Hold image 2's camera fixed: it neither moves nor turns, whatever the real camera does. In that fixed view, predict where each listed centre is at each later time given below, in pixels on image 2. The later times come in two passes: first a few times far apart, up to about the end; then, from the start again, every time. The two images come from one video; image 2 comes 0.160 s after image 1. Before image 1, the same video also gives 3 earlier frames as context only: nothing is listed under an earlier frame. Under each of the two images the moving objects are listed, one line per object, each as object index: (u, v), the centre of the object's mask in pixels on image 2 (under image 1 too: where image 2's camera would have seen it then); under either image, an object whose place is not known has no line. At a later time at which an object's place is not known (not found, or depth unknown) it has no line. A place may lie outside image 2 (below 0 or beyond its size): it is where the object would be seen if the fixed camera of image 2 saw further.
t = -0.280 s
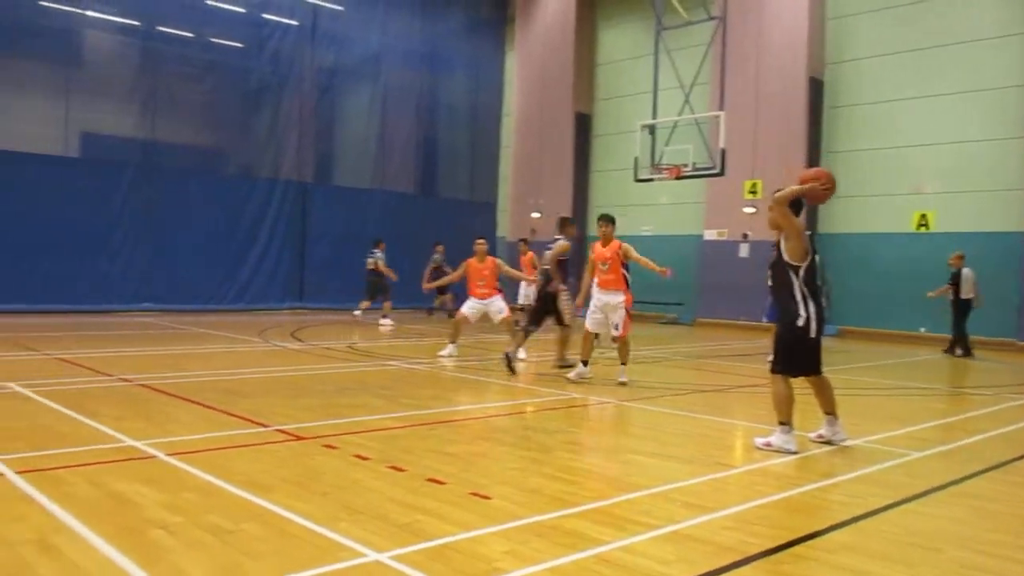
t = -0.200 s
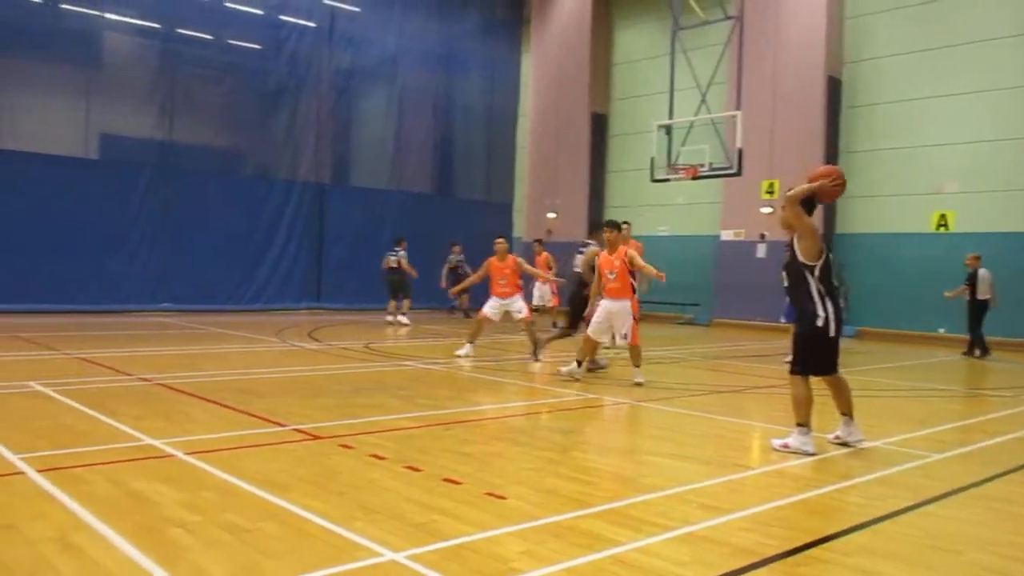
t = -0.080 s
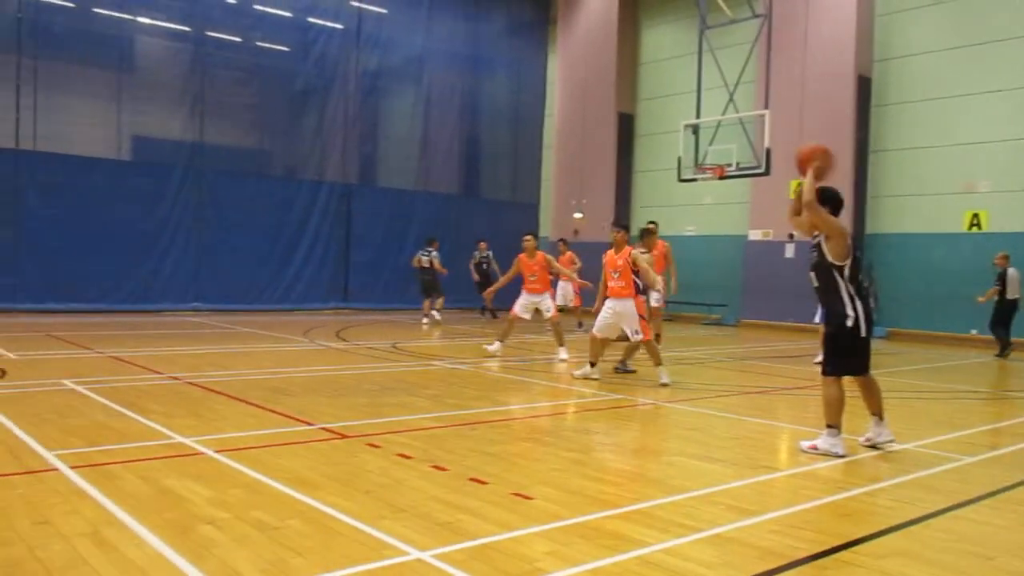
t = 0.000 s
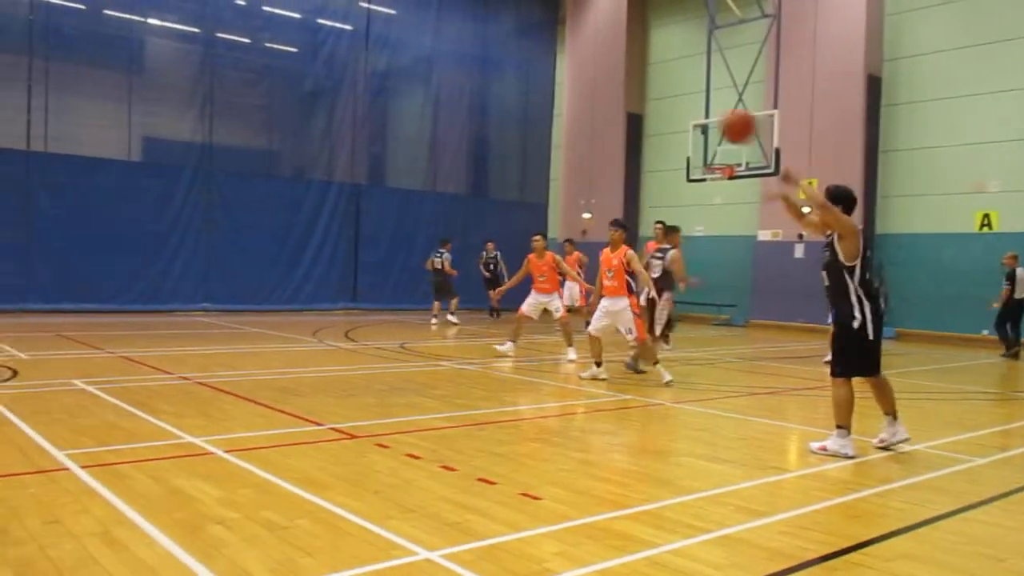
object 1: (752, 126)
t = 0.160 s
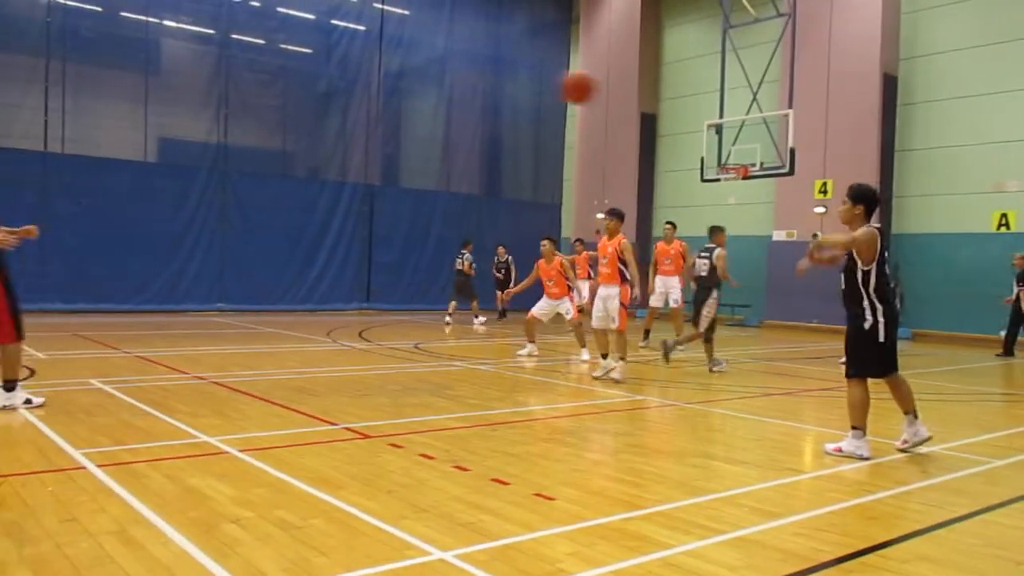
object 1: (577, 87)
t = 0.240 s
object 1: (495, 83)
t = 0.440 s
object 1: (306, 109)
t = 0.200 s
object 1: (537, 83)
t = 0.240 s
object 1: (495, 83)
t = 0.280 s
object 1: (456, 83)
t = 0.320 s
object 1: (417, 86)
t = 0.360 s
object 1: (379, 92)
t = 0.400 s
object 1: (341, 100)
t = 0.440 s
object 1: (306, 109)
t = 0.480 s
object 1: (270, 120)
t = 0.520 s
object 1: (234, 134)
